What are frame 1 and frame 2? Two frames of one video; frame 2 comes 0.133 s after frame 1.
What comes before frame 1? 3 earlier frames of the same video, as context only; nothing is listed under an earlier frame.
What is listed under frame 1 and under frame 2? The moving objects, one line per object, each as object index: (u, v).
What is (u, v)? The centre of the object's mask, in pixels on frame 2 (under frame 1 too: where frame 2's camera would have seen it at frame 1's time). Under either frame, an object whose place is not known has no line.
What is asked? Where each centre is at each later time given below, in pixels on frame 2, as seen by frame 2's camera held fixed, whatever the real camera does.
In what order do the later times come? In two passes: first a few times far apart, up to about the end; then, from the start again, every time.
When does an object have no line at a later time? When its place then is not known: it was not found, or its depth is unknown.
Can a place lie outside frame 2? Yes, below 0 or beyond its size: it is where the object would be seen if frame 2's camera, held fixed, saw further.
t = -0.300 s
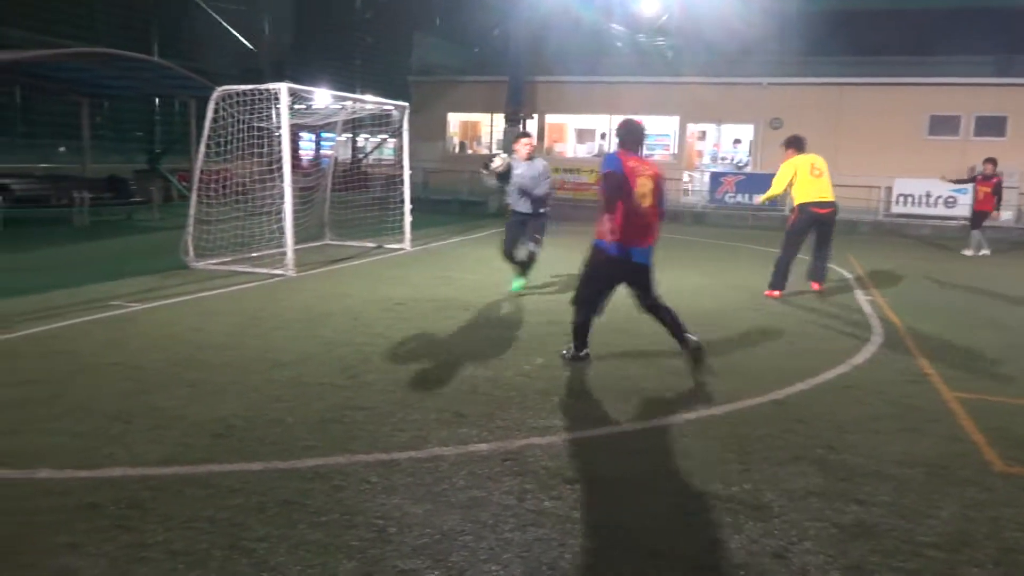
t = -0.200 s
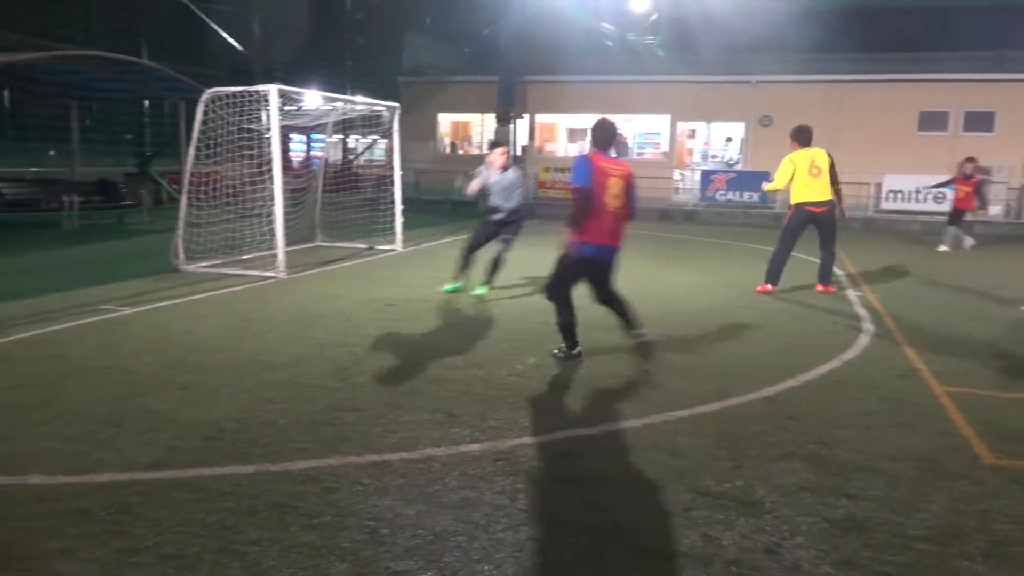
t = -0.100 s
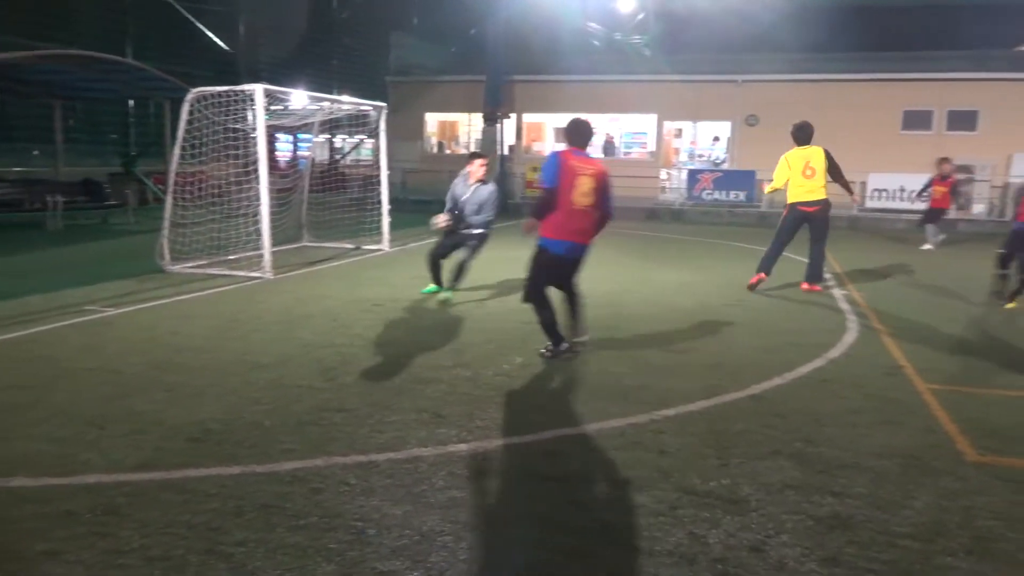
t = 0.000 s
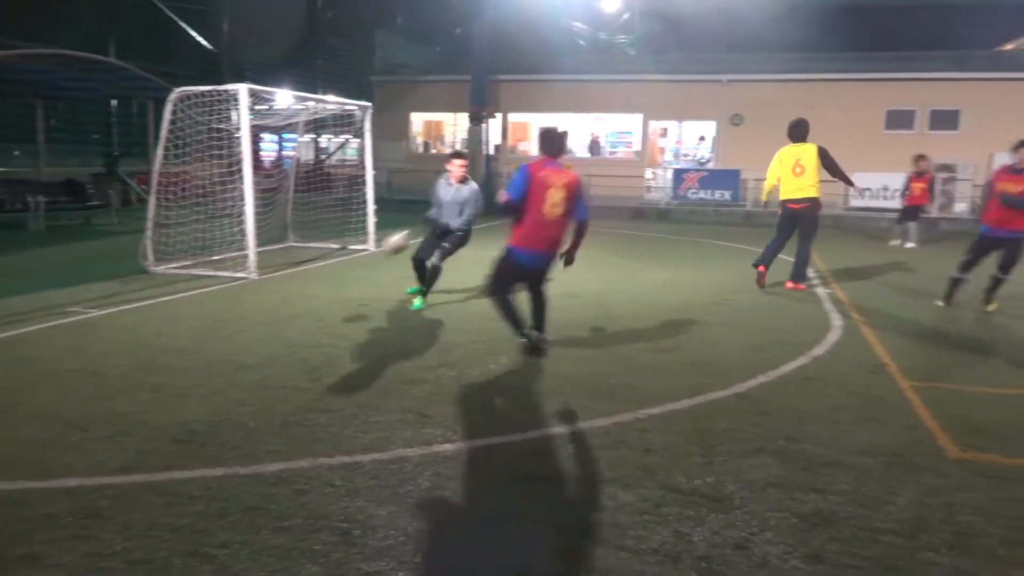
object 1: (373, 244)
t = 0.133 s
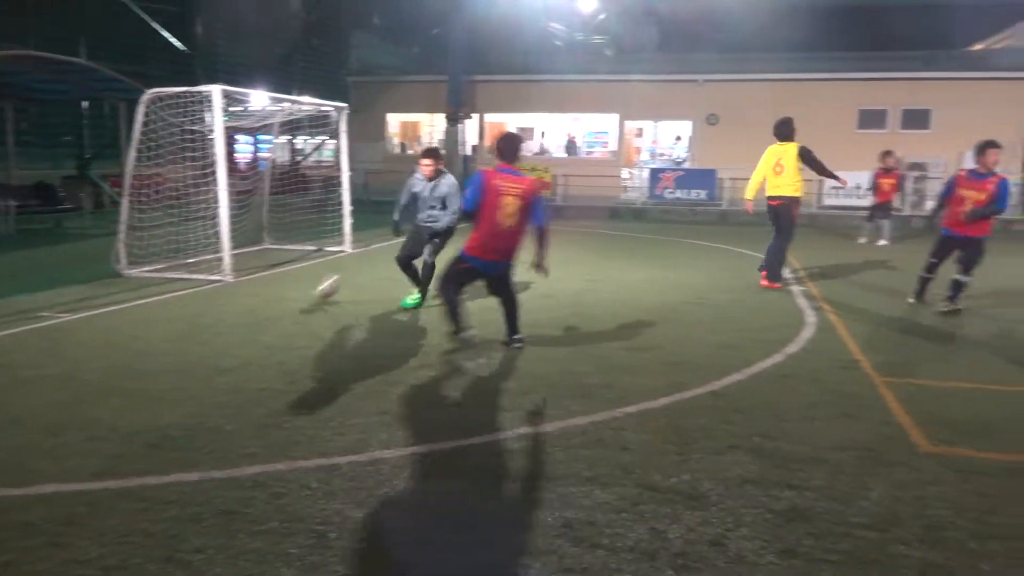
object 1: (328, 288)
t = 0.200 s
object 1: (308, 292)
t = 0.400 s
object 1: (251, 284)
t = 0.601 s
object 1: (193, 301)
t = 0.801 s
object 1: (133, 310)
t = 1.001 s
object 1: (68, 313)
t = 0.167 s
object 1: (315, 294)
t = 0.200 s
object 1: (308, 292)
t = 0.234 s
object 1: (296, 285)
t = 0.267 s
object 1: (288, 283)
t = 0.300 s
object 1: (279, 282)
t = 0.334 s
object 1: (271, 281)
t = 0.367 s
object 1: (261, 282)
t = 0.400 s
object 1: (251, 284)
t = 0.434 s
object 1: (243, 287)
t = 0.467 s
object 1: (232, 291)
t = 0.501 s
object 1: (224, 297)
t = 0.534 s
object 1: (215, 303)
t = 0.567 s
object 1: (205, 302)
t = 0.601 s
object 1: (193, 301)
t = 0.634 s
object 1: (184, 302)
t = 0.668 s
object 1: (174, 304)
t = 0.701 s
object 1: (165, 307)
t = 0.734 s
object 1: (153, 307)
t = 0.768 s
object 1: (143, 308)
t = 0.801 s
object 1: (133, 310)
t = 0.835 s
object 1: (122, 310)
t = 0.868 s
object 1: (111, 311)
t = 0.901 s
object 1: (101, 311)
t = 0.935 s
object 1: (90, 312)
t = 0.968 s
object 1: (80, 313)
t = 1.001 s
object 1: (68, 313)
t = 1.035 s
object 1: (57, 314)
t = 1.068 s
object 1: (47, 314)
